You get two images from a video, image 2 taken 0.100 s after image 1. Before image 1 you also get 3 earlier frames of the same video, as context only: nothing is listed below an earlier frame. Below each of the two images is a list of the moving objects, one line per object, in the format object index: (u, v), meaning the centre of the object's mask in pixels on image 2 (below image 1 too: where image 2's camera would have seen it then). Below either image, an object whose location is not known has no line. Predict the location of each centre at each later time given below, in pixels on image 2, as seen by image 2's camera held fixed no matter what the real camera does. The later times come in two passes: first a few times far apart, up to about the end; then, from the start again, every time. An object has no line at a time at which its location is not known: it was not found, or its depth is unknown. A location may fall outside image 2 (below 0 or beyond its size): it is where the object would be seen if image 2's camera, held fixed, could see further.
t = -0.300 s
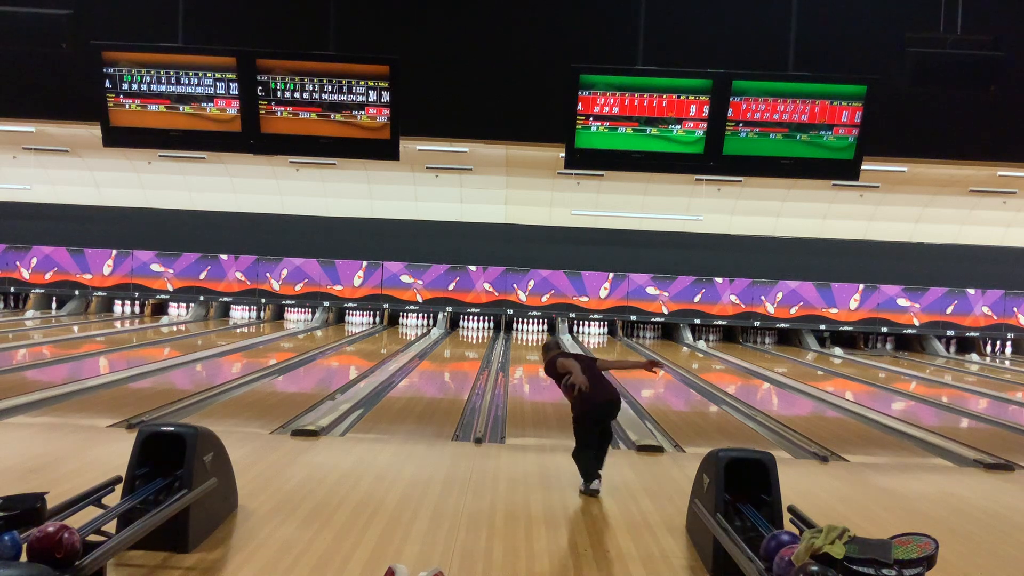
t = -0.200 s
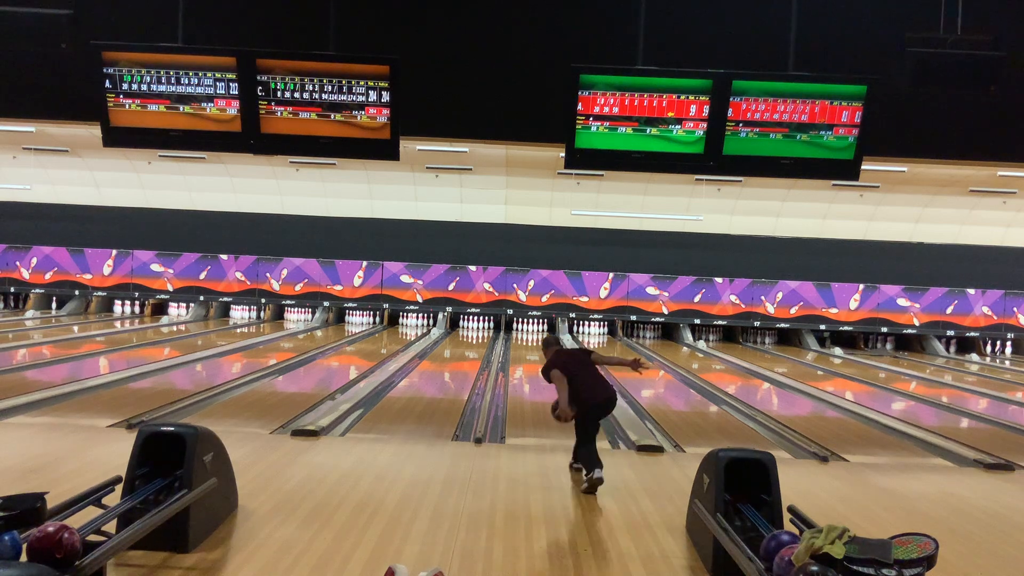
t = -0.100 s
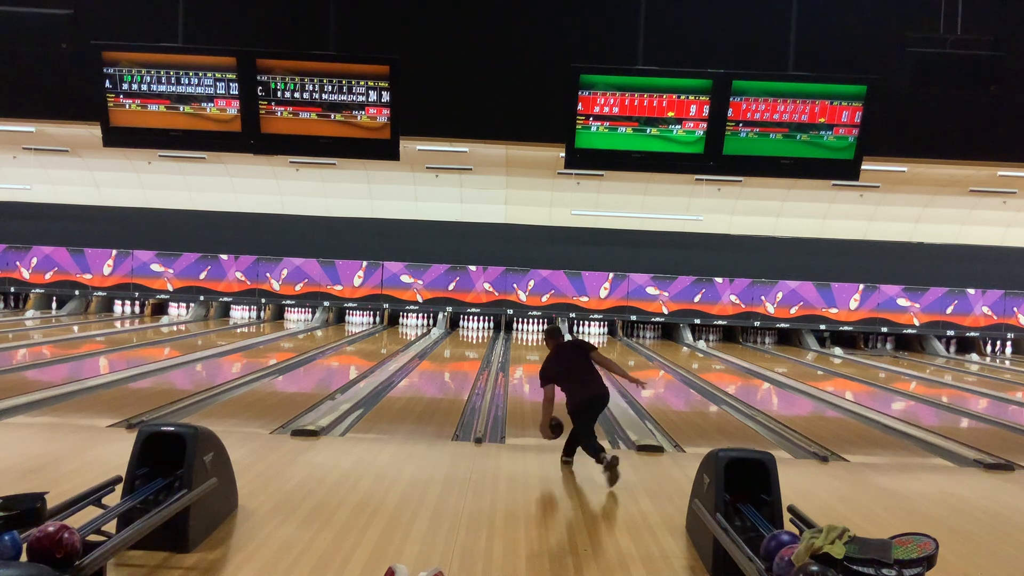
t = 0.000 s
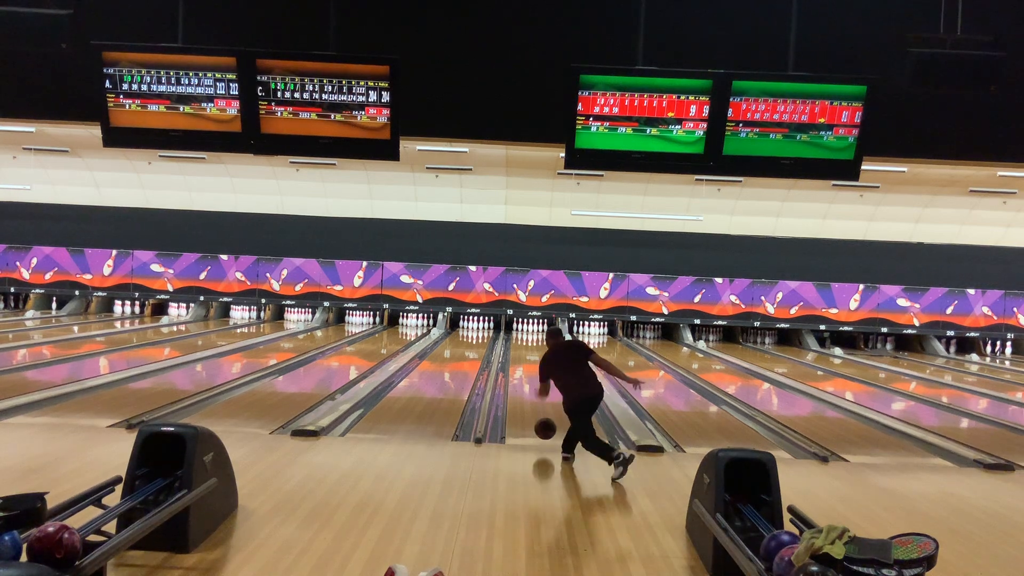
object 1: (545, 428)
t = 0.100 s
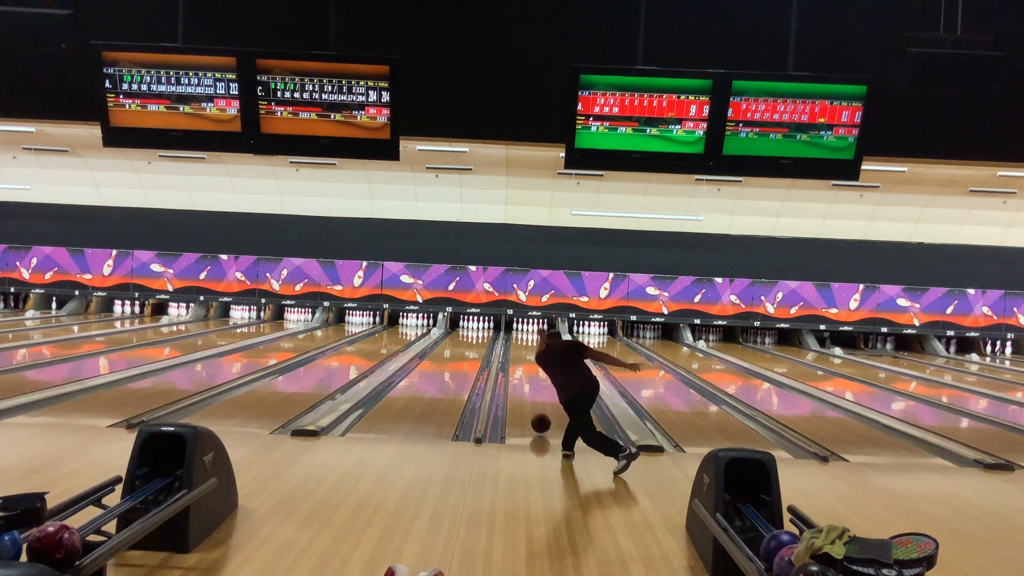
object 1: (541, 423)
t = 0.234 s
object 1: (537, 410)
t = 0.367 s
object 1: (533, 397)
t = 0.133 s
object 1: (540, 419)
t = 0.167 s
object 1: (539, 415)
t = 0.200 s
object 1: (538, 413)
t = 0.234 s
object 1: (537, 410)
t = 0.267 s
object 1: (536, 406)
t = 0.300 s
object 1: (535, 403)
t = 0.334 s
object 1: (534, 400)
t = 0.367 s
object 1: (533, 397)
